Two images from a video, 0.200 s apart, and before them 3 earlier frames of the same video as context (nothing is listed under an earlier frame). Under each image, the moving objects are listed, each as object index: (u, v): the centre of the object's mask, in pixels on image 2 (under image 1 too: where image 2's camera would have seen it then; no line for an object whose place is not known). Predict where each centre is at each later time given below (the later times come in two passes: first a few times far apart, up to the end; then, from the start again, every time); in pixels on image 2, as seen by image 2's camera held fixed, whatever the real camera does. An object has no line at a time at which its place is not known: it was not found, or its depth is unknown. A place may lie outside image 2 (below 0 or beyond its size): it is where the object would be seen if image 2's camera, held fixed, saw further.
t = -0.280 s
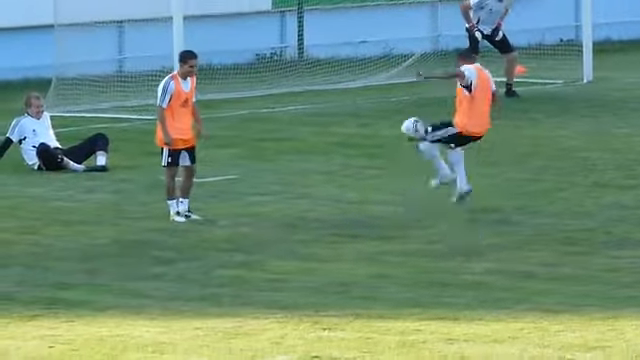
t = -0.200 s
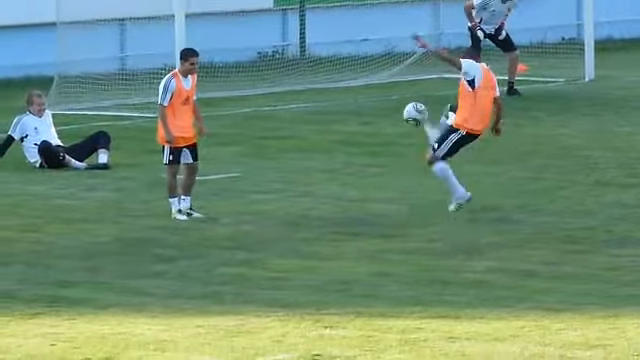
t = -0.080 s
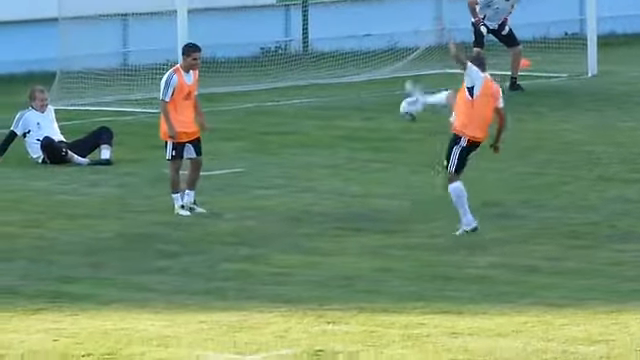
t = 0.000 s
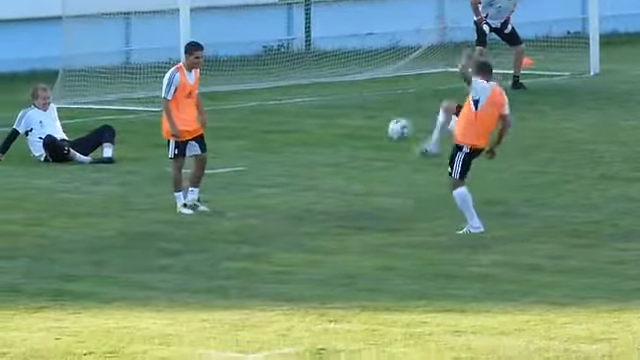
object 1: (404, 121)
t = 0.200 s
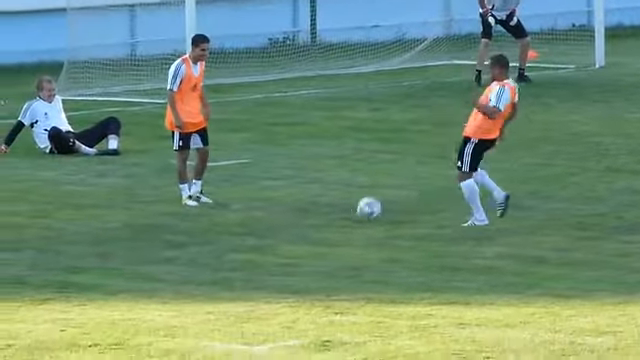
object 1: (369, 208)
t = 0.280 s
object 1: (361, 200)
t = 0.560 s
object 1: (337, 161)
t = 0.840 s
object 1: (311, 205)
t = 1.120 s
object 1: (291, 211)
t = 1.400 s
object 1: (269, 231)
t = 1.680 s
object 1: (248, 236)
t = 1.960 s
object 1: (230, 238)
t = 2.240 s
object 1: (222, 241)
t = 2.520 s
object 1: (217, 241)
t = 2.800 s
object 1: (218, 241)
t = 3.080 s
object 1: (219, 241)
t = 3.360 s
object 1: (219, 241)
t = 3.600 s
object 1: (220, 240)
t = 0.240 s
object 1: (364, 213)
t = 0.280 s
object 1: (361, 200)
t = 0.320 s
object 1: (356, 189)
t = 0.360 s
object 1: (353, 180)
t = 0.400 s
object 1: (350, 173)
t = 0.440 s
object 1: (347, 168)
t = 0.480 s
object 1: (343, 164)
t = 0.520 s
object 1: (340, 162)
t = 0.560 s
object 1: (337, 161)
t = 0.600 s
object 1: (333, 162)
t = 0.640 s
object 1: (330, 165)
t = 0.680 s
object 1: (326, 169)
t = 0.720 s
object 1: (322, 175)
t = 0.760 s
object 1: (318, 182)
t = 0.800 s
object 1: (316, 193)
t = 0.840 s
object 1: (311, 205)
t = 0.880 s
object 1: (308, 218)
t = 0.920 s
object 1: (304, 226)
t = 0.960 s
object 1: (302, 220)
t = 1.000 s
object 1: (299, 216)
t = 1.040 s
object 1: (297, 213)
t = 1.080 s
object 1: (293, 211)
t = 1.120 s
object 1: (291, 211)
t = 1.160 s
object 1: (287, 213)
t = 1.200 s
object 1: (285, 217)
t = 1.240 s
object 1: (282, 221)
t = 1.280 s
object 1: (277, 229)
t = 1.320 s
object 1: (275, 232)
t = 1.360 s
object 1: (272, 231)
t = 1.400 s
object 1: (269, 231)
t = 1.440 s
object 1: (267, 231)
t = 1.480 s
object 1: (264, 233)
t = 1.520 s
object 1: (260, 235)
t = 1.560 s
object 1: (257, 235)
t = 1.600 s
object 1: (254, 235)
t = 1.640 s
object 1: (251, 235)
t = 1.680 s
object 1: (248, 236)
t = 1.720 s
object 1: (245, 237)
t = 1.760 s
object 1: (243, 236)
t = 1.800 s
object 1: (240, 237)
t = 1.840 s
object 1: (237, 238)
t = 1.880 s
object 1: (235, 238)
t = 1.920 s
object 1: (232, 238)
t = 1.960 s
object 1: (230, 238)
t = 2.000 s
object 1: (228, 238)
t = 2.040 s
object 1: (226, 239)
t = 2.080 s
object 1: (225, 239)
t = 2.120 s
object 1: (224, 239)
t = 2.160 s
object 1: (224, 240)
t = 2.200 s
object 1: (223, 241)
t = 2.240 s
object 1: (222, 241)
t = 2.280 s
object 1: (221, 241)
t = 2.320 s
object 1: (220, 241)
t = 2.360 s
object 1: (218, 241)
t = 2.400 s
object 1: (218, 241)
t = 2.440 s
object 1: (217, 241)
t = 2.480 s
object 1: (217, 242)
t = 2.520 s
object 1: (217, 241)
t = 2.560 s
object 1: (217, 242)
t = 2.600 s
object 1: (217, 241)
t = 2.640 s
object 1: (217, 242)
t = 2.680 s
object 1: (217, 241)
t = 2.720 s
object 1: (217, 241)
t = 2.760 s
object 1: (217, 241)
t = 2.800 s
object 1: (218, 241)
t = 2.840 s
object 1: (218, 241)
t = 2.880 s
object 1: (218, 241)
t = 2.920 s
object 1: (218, 241)
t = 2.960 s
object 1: (219, 241)
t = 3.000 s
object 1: (219, 241)
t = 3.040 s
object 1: (219, 241)
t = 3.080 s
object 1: (219, 241)
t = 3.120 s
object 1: (219, 241)
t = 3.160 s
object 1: (219, 241)
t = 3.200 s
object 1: (219, 241)
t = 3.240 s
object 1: (219, 241)
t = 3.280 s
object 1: (219, 241)
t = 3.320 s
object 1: (219, 241)
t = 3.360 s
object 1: (219, 241)
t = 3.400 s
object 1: (219, 241)
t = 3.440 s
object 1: (219, 240)
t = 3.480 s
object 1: (220, 240)
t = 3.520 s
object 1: (220, 240)
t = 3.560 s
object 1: (220, 240)
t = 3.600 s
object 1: (220, 240)
